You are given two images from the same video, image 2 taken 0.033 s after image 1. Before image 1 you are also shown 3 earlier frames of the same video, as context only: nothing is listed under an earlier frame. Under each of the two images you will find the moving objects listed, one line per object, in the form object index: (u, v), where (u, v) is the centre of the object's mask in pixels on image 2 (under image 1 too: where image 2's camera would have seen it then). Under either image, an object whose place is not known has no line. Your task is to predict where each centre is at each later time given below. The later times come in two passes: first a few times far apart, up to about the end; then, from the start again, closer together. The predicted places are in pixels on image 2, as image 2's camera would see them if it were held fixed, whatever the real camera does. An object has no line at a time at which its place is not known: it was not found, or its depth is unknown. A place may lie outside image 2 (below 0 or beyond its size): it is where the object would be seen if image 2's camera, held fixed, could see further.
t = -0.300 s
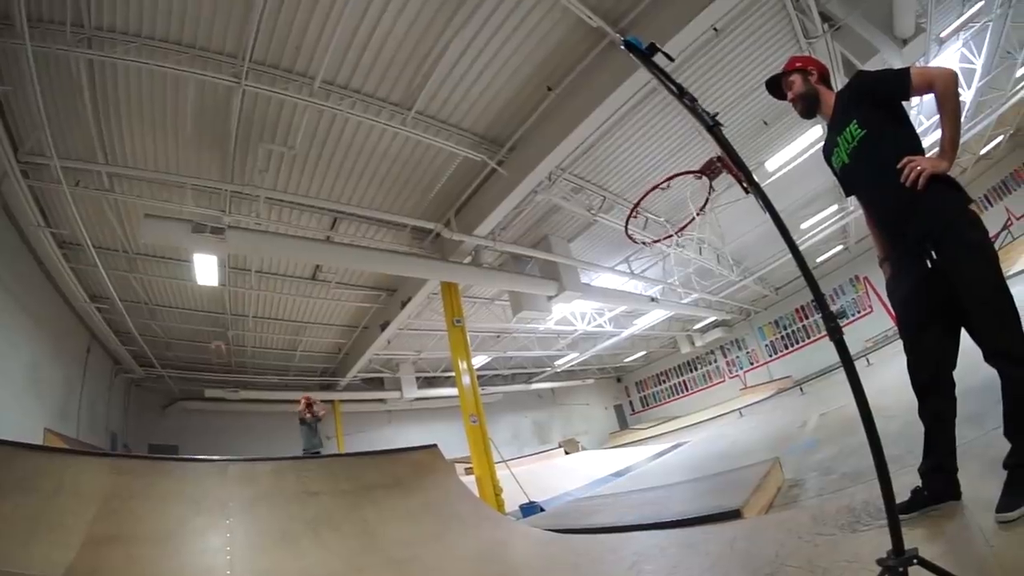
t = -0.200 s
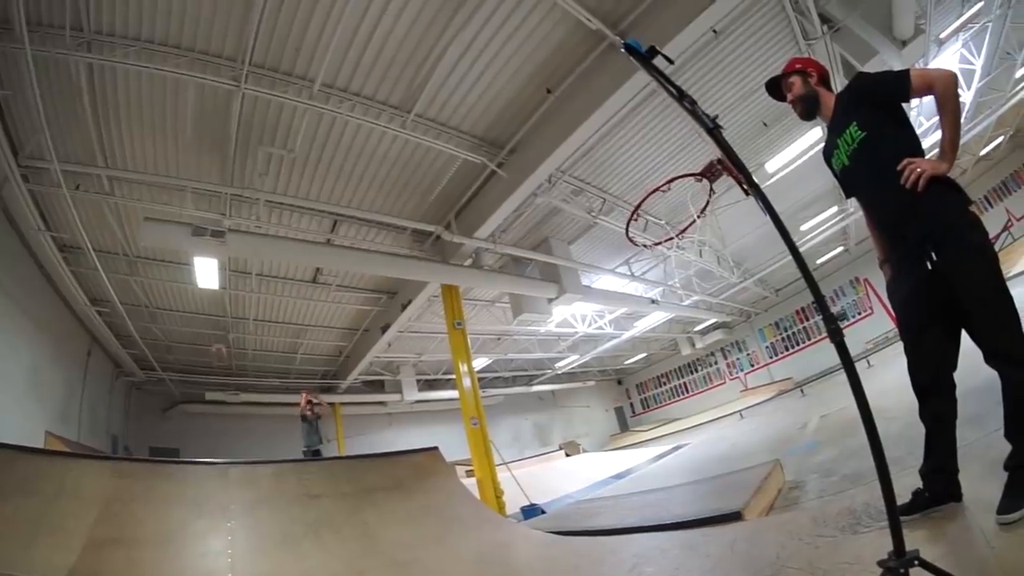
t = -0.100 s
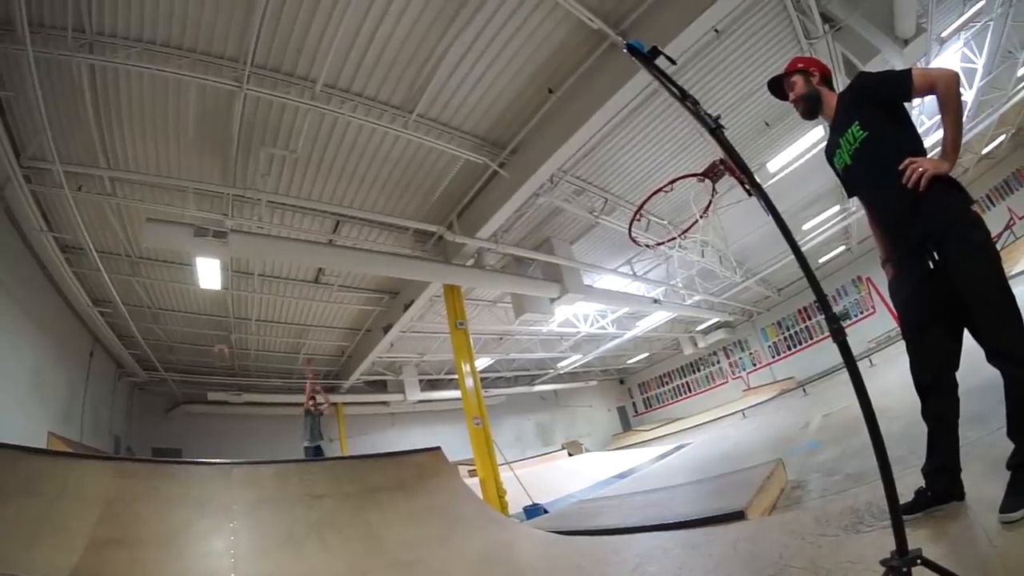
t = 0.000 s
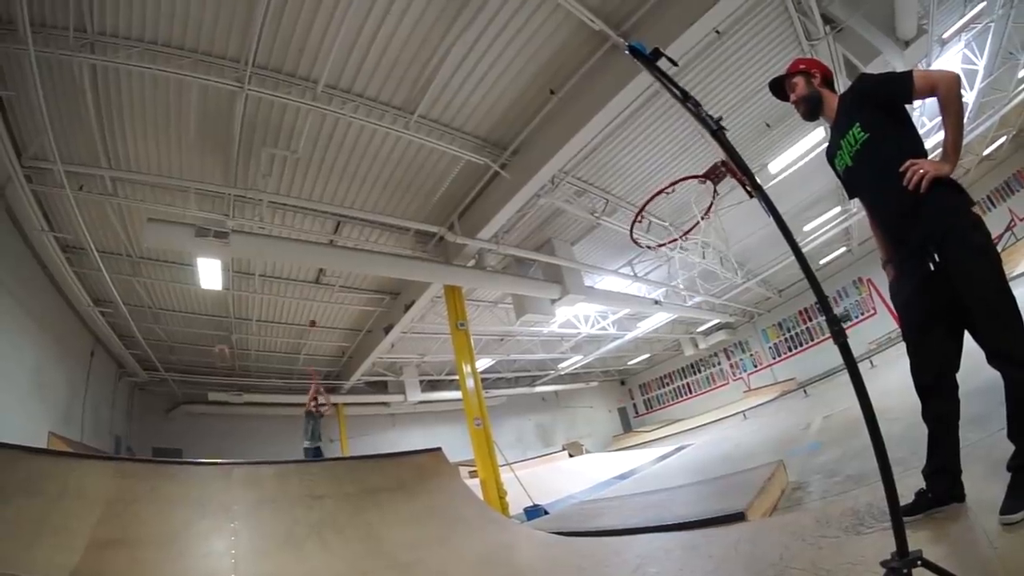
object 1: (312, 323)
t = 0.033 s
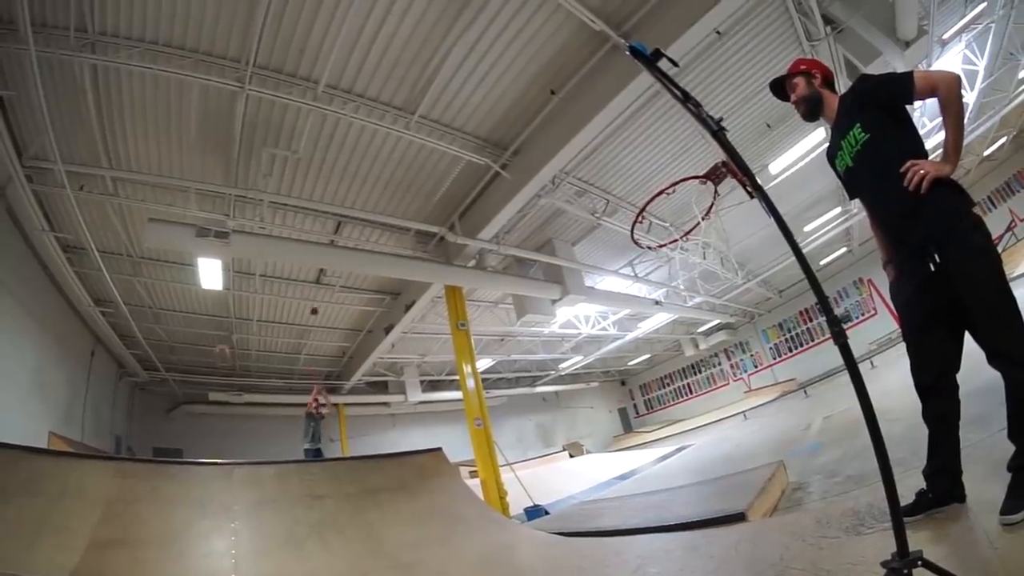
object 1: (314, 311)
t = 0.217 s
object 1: (329, 242)
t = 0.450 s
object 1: (345, 177)
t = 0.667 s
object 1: (370, 114)
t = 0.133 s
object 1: (320, 276)
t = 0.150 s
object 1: (321, 273)
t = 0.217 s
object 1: (329, 242)
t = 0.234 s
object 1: (328, 242)
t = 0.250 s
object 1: (328, 239)
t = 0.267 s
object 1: (329, 233)
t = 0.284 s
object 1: (331, 227)
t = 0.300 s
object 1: (332, 222)
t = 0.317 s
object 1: (333, 217)
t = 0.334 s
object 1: (333, 214)
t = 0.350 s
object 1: (336, 203)
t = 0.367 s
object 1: (337, 201)
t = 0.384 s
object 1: (338, 196)
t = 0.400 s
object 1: (340, 191)
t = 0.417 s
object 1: (341, 186)
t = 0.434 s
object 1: (343, 181)
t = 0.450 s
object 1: (345, 177)
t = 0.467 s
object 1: (346, 172)
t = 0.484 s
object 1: (349, 167)
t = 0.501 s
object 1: (350, 162)
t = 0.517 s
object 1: (351, 158)
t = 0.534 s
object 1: (354, 153)
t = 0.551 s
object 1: (355, 148)
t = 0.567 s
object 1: (357, 143)
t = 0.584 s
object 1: (359, 139)
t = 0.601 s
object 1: (361, 134)
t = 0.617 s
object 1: (363, 129)
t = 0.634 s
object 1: (366, 124)
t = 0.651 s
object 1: (368, 119)
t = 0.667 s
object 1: (370, 114)
